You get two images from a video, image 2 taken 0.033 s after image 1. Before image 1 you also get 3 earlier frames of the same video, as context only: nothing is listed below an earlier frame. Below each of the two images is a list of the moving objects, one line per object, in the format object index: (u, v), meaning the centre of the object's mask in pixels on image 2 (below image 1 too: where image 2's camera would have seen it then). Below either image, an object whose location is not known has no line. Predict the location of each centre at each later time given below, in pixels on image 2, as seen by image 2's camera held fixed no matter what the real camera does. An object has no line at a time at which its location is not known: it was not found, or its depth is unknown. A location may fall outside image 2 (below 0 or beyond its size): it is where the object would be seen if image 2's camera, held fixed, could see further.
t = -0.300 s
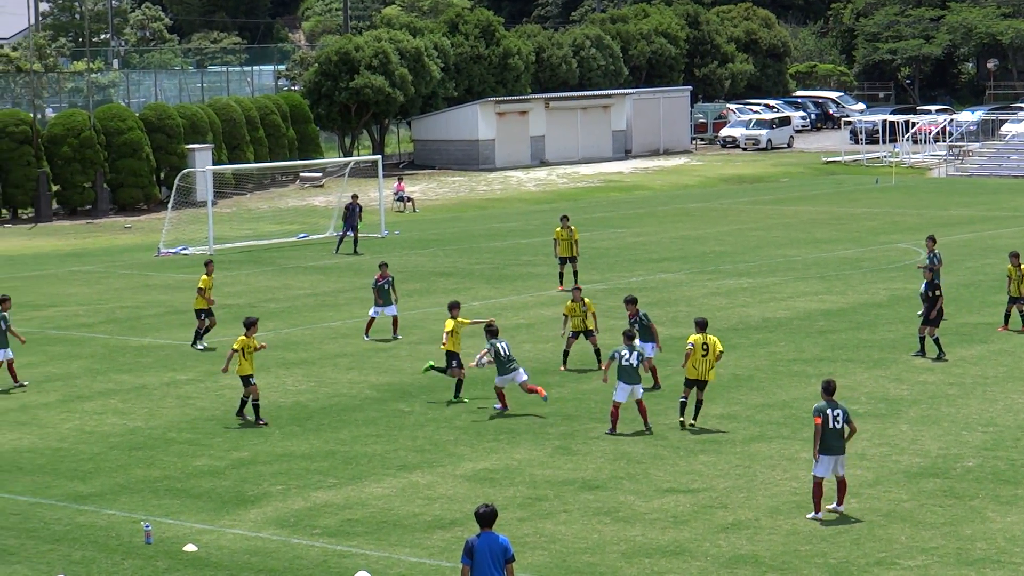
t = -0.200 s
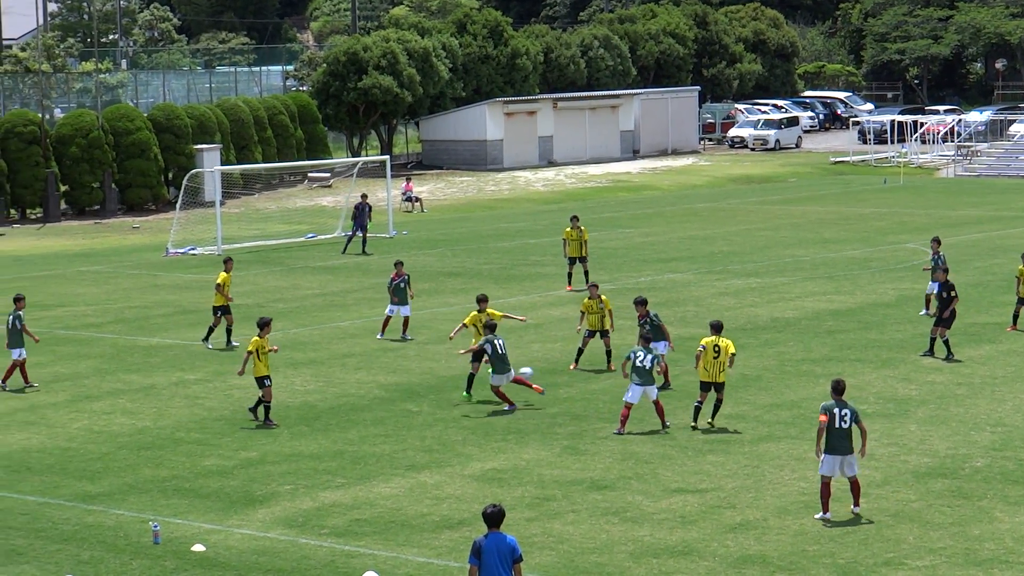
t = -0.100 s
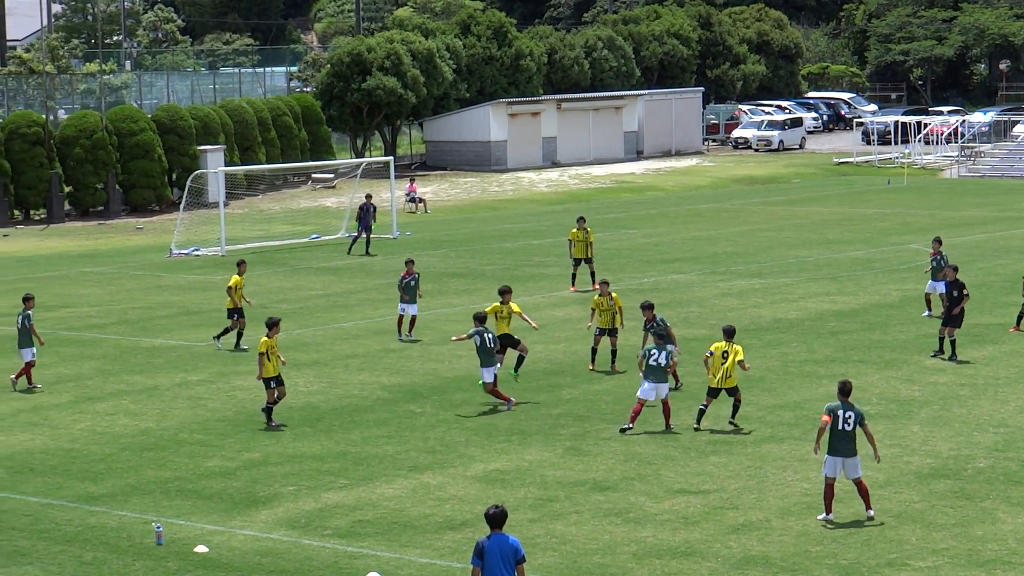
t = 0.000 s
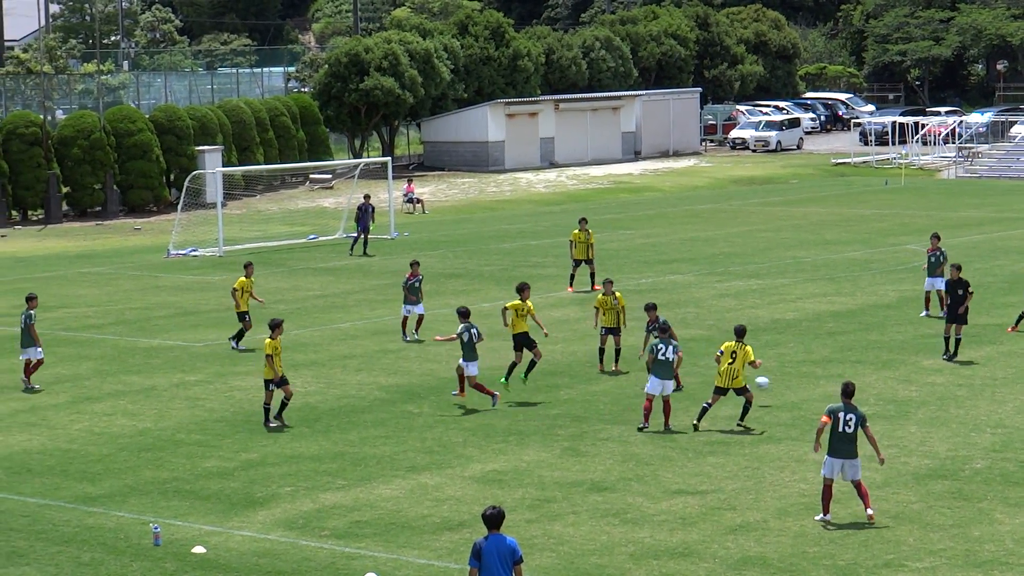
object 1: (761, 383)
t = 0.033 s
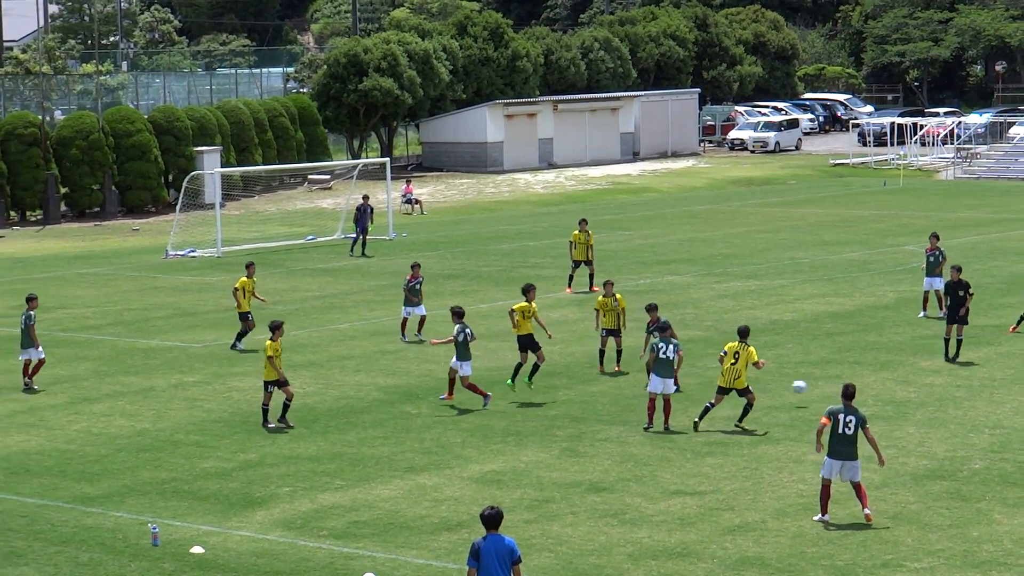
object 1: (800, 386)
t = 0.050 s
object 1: (819, 388)
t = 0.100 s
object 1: (876, 393)
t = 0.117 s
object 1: (895, 396)
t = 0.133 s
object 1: (914, 399)
